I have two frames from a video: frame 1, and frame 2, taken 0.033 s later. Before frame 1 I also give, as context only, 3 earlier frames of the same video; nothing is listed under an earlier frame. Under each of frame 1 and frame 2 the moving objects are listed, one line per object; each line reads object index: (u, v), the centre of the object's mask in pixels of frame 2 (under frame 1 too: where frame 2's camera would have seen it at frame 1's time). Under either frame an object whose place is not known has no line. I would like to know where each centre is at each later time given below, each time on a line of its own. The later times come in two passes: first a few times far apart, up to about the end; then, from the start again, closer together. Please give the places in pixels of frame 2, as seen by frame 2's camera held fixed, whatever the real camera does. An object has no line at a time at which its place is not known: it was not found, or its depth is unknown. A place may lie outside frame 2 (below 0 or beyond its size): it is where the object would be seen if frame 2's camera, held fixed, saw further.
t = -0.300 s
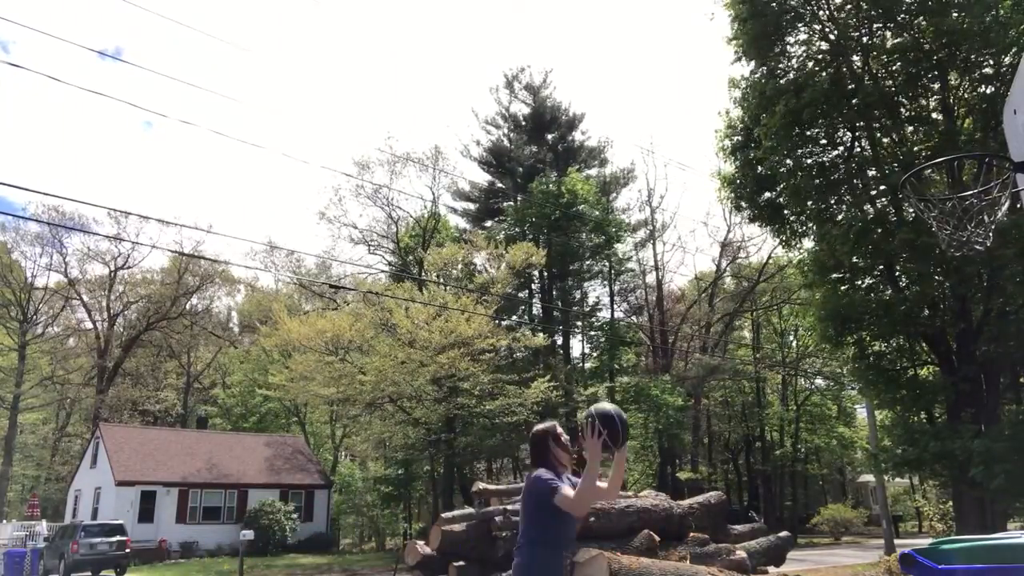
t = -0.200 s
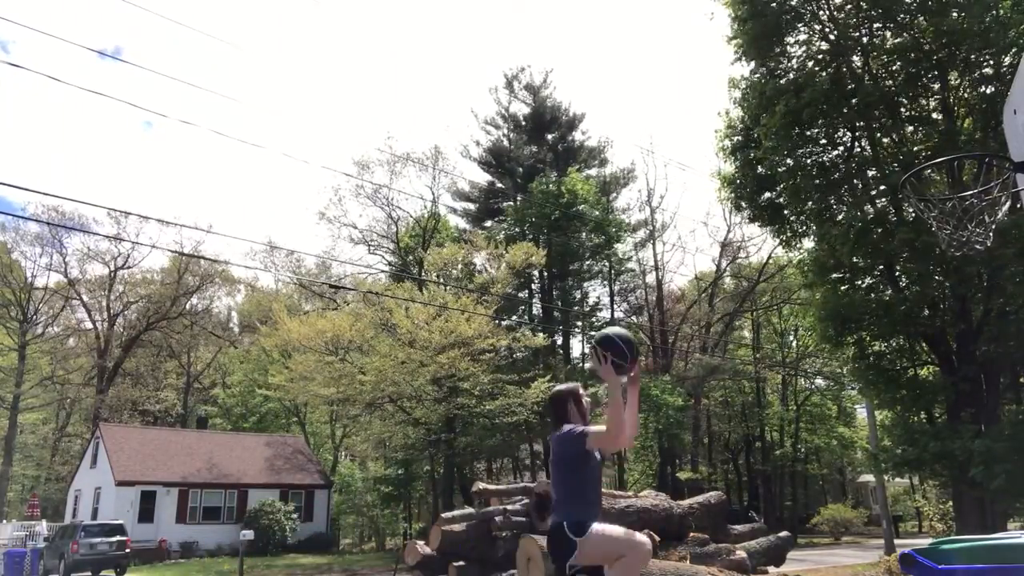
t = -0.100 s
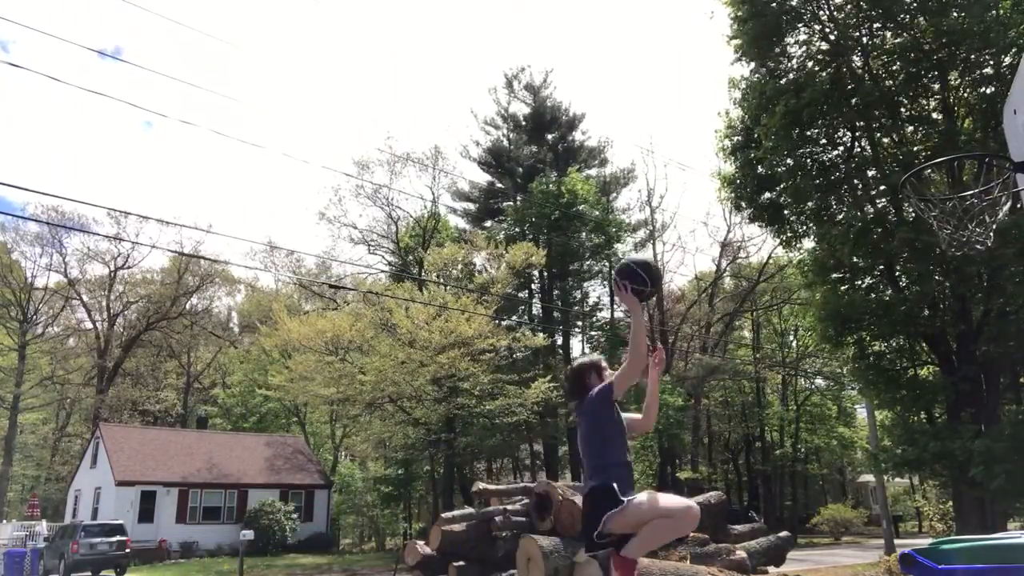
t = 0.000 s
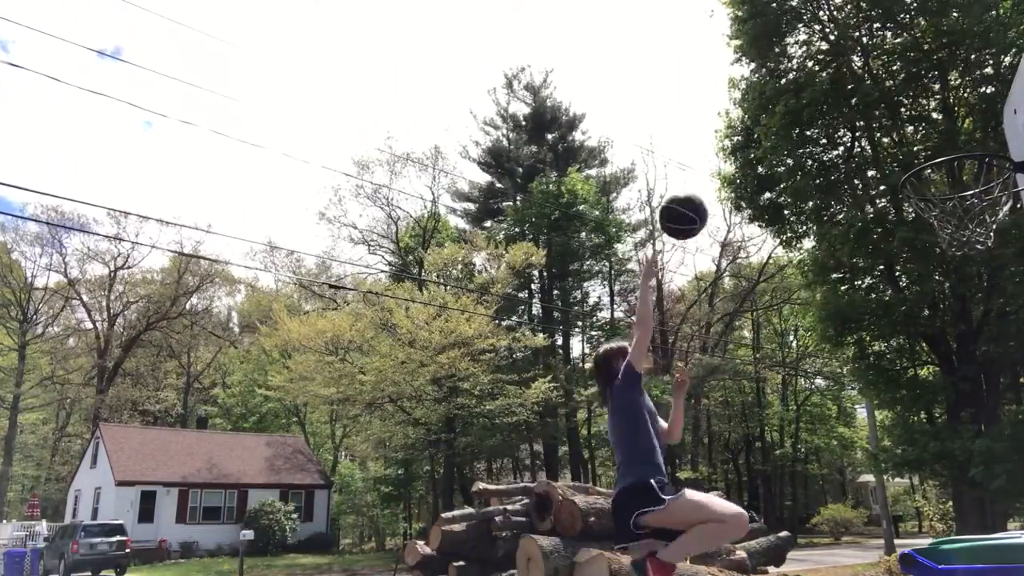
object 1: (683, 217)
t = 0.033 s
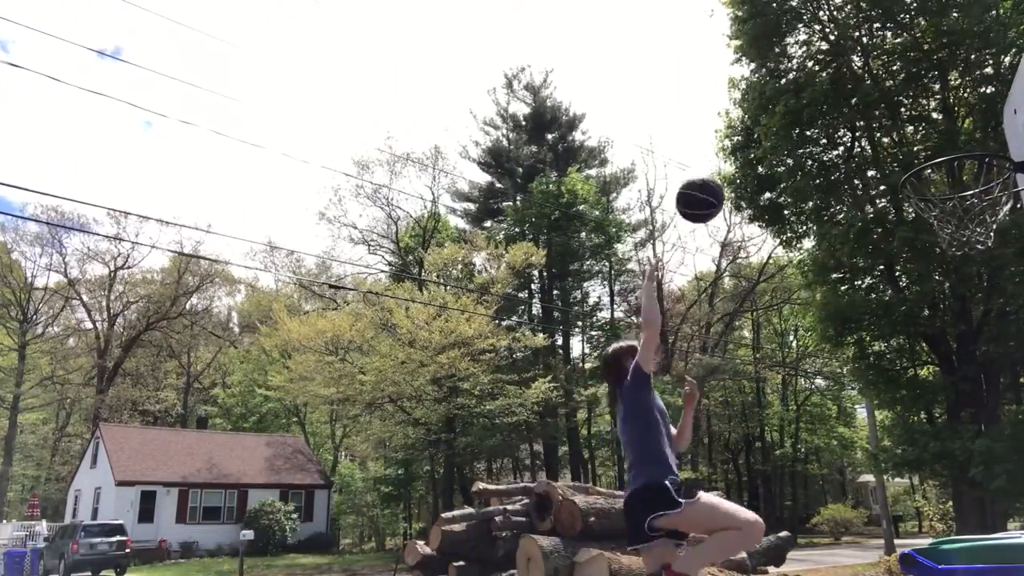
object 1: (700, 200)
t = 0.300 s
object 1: (842, 139)
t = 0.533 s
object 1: (980, 189)
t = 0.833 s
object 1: (970, 320)
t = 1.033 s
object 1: (979, 515)
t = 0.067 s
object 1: (717, 186)
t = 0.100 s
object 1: (733, 172)
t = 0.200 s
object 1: (786, 147)
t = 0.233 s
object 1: (805, 142)
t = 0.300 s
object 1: (842, 139)
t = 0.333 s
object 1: (860, 141)
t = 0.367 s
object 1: (879, 143)
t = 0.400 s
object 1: (899, 152)
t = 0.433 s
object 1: (918, 150)
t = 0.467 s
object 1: (938, 152)
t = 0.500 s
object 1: (960, 180)
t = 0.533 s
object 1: (980, 189)
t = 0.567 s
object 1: (976, 197)
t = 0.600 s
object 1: (978, 214)
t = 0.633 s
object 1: (975, 220)
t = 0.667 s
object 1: (974, 229)
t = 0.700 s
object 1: (972, 244)
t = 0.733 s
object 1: (971, 260)
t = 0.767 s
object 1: (970, 278)
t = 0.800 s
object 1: (971, 297)
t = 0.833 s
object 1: (970, 320)
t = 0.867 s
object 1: (970, 346)
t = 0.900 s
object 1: (973, 377)
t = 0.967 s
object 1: (974, 441)
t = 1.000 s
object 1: (976, 479)
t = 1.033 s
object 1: (979, 515)
